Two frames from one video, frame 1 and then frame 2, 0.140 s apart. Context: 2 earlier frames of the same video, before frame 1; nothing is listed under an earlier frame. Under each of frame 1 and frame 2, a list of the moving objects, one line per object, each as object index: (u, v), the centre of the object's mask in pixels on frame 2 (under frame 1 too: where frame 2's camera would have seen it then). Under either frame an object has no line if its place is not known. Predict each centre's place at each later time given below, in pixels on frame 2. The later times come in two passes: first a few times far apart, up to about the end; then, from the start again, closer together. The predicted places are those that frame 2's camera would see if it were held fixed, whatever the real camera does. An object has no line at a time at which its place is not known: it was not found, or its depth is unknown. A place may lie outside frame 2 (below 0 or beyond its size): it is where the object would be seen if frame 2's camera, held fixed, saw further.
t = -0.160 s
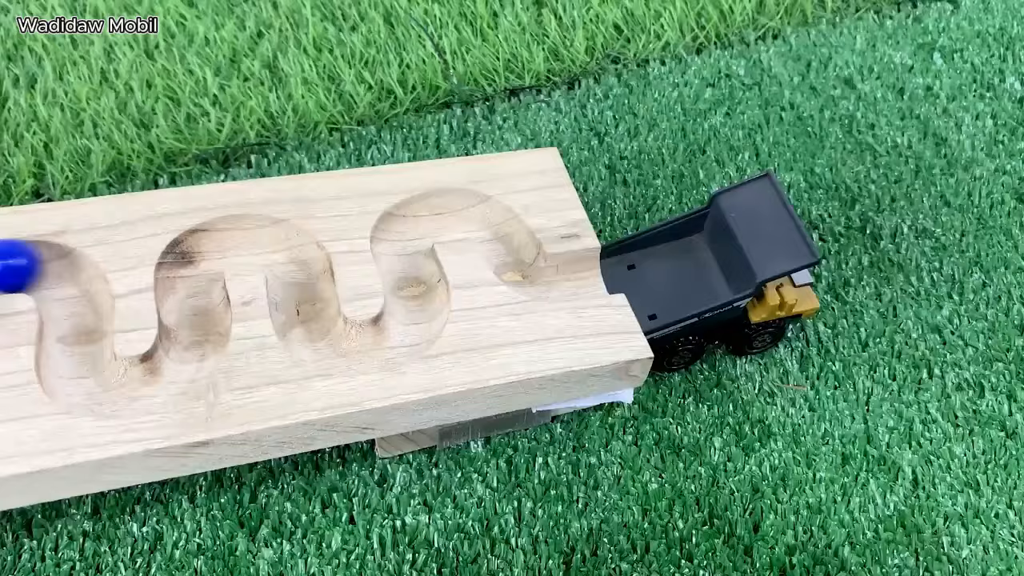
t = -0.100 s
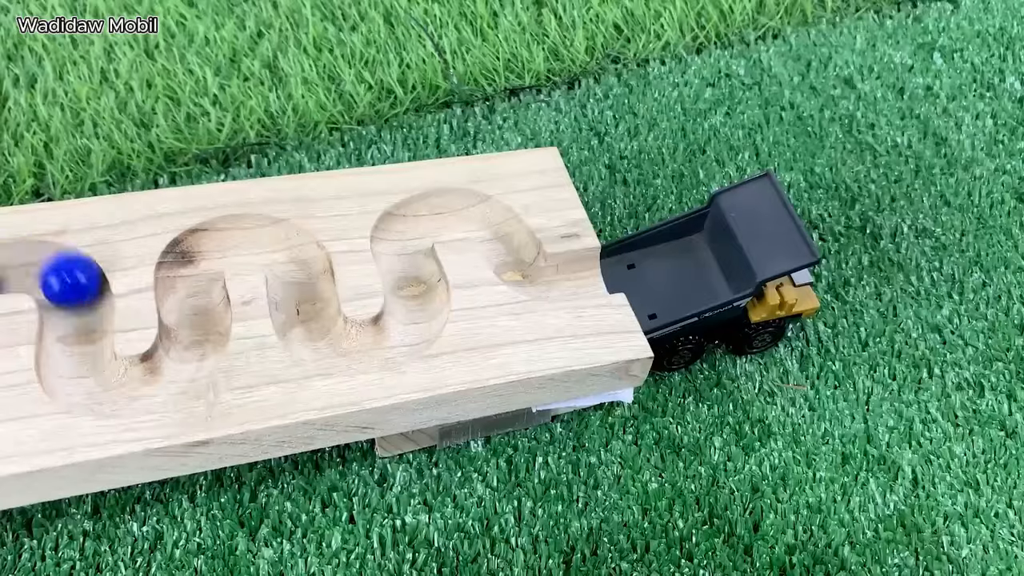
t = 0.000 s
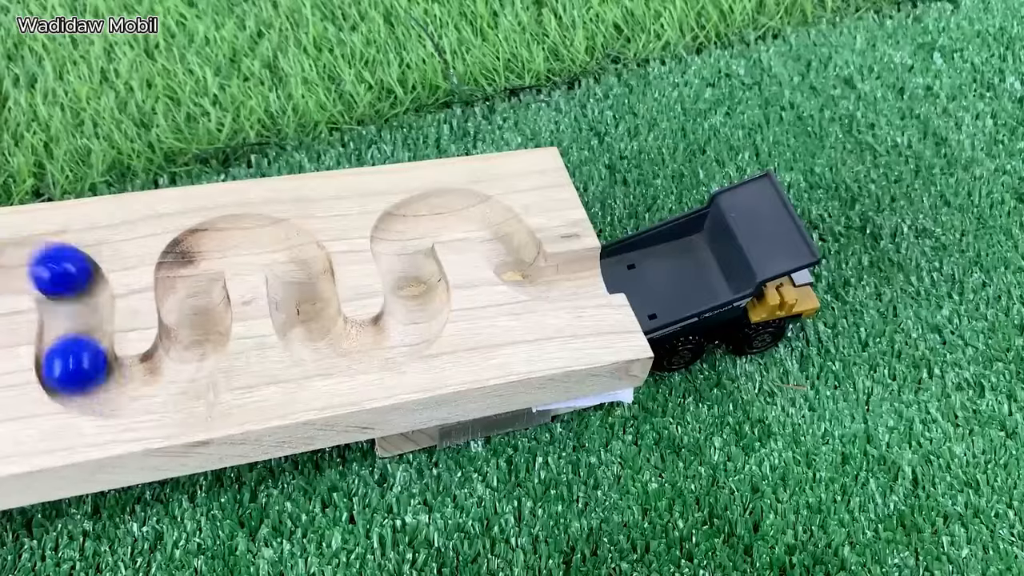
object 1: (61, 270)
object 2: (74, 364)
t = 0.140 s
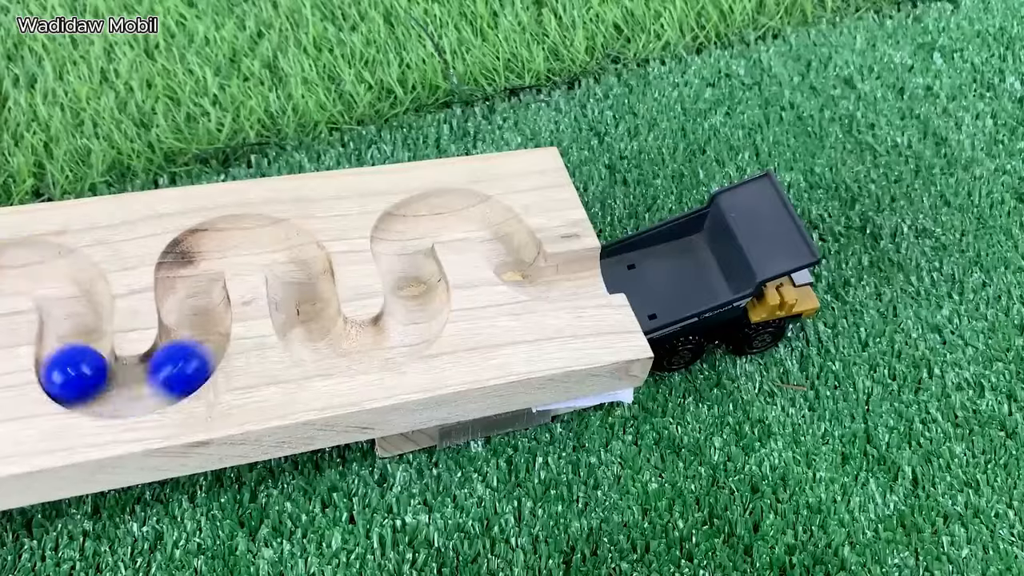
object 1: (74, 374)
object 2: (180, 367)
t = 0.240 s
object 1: (163, 381)
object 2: (191, 285)
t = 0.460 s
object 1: (230, 237)
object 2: (304, 290)
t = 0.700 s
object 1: (362, 350)
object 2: (418, 280)
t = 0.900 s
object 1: (406, 228)
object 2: (497, 225)
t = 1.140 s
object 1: (561, 279)
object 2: (653, 274)
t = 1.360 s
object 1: (648, 284)
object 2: (672, 245)
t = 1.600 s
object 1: (641, 302)
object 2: (621, 263)
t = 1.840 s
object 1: (641, 302)
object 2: (617, 265)
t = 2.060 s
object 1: (641, 302)
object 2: (617, 265)
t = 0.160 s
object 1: (84, 381)
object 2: (190, 355)
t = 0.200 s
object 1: (127, 390)
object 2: (200, 313)
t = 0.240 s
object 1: (163, 381)
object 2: (191, 285)
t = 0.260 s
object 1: (177, 370)
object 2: (187, 272)
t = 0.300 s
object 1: (199, 330)
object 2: (207, 246)
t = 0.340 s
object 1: (197, 303)
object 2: (236, 236)
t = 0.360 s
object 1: (193, 289)
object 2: (252, 235)
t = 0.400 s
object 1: (192, 256)
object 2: (294, 253)
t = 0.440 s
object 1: (215, 243)
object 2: (305, 277)
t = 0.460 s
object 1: (230, 237)
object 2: (304, 290)
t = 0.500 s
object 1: (278, 242)
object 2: (307, 326)
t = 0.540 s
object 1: (301, 260)
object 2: (321, 342)
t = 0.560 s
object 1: (305, 272)
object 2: (333, 347)
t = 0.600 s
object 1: (303, 312)
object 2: (379, 347)
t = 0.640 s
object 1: (310, 333)
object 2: (408, 331)
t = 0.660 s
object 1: (318, 340)
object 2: (416, 319)
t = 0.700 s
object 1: (362, 350)
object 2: (418, 280)
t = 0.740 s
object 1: (395, 341)
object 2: (402, 256)
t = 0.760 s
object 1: (408, 332)
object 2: (397, 245)
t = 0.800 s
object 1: (422, 291)
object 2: (411, 220)
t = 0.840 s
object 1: (411, 267)
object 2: (438, 210)
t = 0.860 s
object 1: (402, 255)
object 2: (454, 208)
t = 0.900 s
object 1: (406, 228)
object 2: (497, 225)
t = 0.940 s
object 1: (428, 213)
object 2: (514, 248)
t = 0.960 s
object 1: (442, 210)
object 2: (518, 261)
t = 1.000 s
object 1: (489, 218)
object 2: (543, 279)
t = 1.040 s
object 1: (510, 240)
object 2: (568, 279)
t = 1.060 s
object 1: (516, 253)
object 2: (581, 276)
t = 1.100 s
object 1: (537, 277)
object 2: (624, 267)
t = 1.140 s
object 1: (561, 279)
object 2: (653, 274)
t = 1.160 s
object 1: (573, 278)
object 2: (667, 264)
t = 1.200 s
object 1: (615, 268)
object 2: (700, 253)
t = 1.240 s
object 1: (642, 273)
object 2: (695, 253)
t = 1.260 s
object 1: (652, 274)
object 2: (697, 250)
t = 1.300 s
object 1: (650, 278)
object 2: (685, 247)
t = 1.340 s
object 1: (648, 282)
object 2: (675, 245)
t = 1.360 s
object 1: (648, 284)
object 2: (672, 245)
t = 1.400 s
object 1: (646, 291)
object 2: (659, 249)
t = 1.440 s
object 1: (644, 295)
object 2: (650, 253)
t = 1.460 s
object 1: (643, 297)
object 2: (644, 255)
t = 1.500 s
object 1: (641, 301)
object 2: (627, 262)
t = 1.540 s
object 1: (641, 301)
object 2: (618, 265)
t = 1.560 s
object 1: (641, 301)
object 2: (619, 265)
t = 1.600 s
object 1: (641, 302)
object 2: (621, 263)
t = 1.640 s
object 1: (641, 302)
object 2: (621, 263)
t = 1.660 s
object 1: (641, 302)
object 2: (620, 263)
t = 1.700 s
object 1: (641, 302)
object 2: (618, 264)
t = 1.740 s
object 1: (641, 302)
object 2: (618, 264)
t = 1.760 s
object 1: (641, 302)
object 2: (618, 265)
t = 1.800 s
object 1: (641, 302)
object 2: (617, 265)
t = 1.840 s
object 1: (641, 302)
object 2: (617, 265)
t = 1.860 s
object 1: (641, 302)
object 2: (617, 265)
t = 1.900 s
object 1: (641, 302)
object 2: (617, 265)
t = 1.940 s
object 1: (641, 302)
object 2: (617, 265)
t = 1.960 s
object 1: (641, 302)
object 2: (617, 265)
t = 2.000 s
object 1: (641, 302)
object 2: (617, 265)
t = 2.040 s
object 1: (641, 302)
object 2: (617, 265)
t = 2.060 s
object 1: (641, 302)
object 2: (617, 265)
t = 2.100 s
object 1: (641, 302)
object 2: (617, 265)
